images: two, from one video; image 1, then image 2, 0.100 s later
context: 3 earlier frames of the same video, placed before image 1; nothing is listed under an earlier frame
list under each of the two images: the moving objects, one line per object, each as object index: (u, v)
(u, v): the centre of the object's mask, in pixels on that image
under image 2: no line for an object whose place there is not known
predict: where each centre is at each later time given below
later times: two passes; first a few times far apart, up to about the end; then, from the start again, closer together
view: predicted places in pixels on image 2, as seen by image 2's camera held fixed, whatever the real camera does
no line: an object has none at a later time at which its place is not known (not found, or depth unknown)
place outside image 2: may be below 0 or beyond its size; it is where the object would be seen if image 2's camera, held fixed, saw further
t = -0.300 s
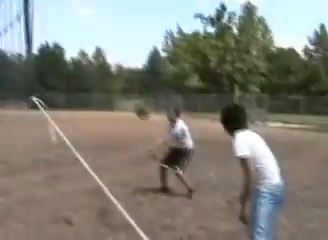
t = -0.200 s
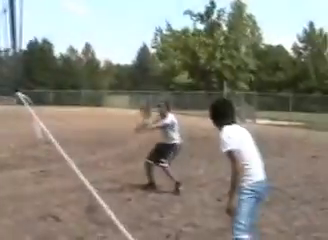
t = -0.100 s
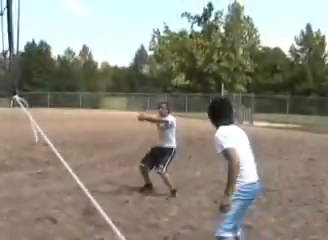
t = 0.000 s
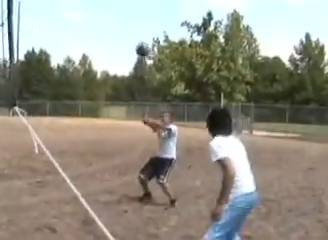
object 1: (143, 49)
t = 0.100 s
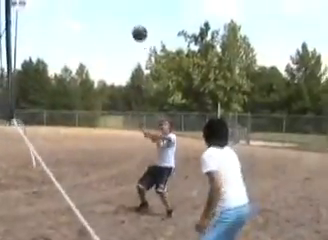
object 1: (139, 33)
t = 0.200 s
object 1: (138, 12)
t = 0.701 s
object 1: (127, 4)
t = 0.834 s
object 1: (122, 39)
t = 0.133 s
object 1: (139, 25)
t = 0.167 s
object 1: (139, 18)
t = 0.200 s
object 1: (138, 12)
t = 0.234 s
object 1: (138, 6)
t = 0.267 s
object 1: (138, 0)
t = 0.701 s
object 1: (127, 4)
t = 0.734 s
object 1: (126, 11)
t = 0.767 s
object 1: (125, 19)
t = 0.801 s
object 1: (123, 29)
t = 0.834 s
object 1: (122, 39)
